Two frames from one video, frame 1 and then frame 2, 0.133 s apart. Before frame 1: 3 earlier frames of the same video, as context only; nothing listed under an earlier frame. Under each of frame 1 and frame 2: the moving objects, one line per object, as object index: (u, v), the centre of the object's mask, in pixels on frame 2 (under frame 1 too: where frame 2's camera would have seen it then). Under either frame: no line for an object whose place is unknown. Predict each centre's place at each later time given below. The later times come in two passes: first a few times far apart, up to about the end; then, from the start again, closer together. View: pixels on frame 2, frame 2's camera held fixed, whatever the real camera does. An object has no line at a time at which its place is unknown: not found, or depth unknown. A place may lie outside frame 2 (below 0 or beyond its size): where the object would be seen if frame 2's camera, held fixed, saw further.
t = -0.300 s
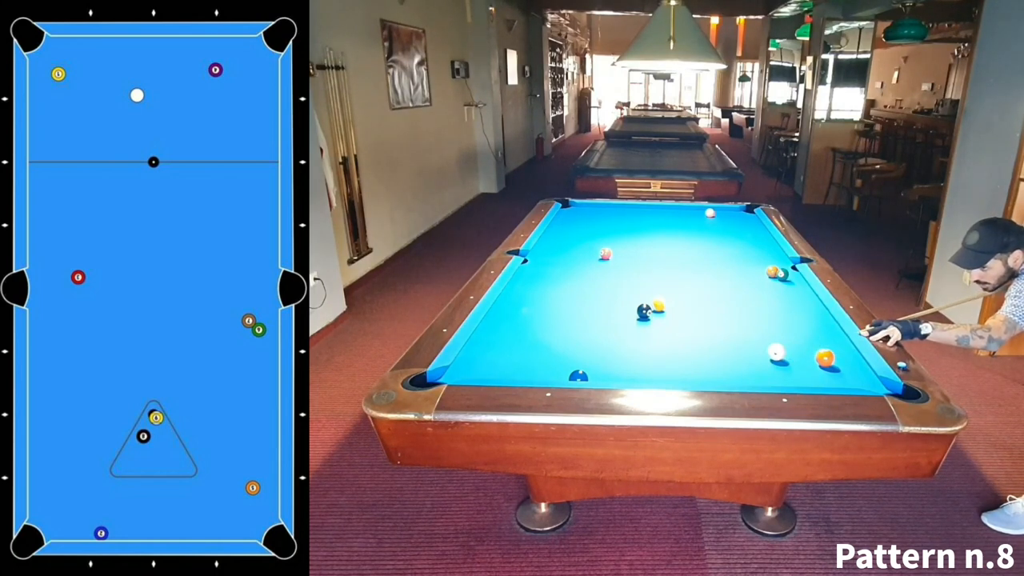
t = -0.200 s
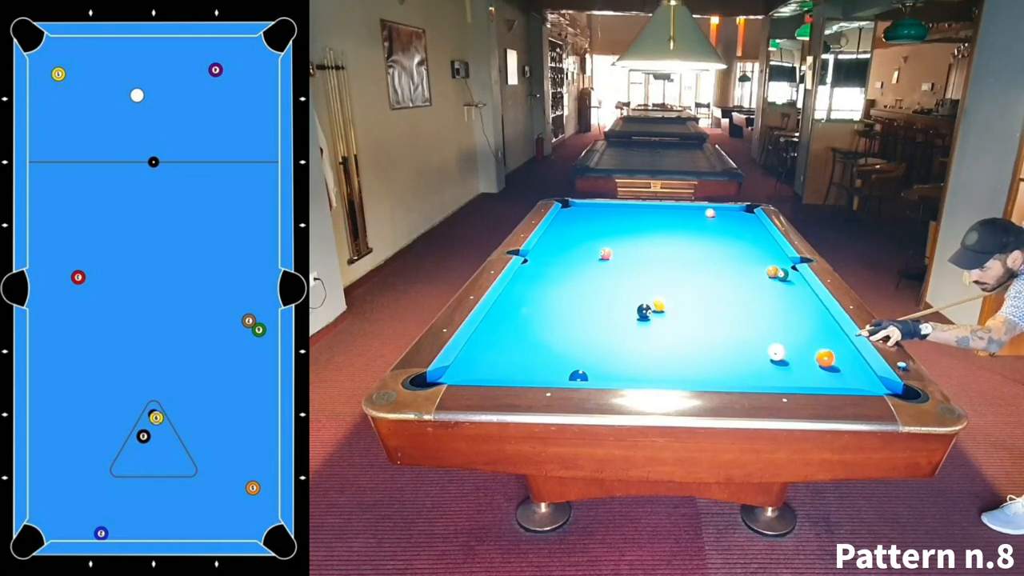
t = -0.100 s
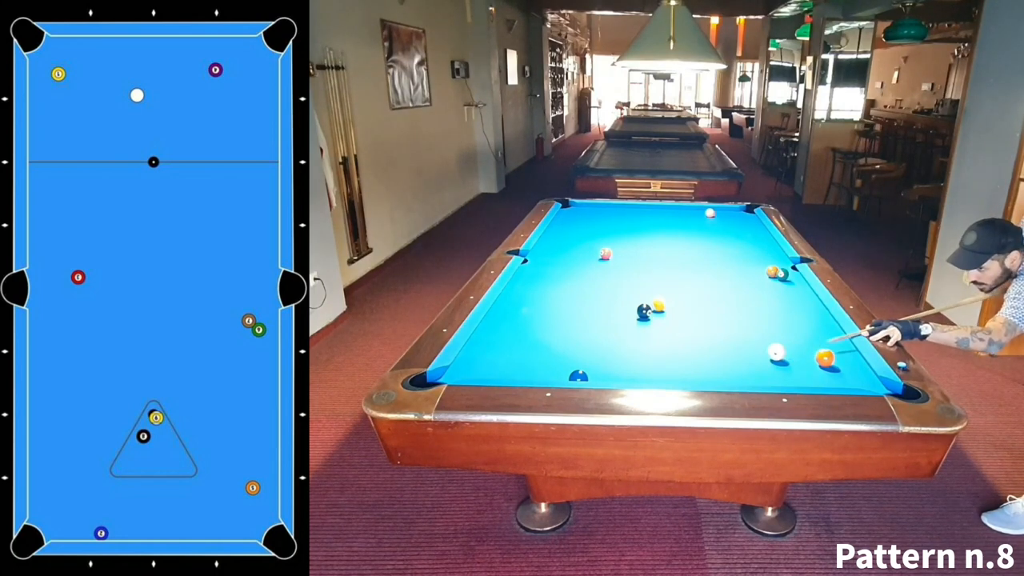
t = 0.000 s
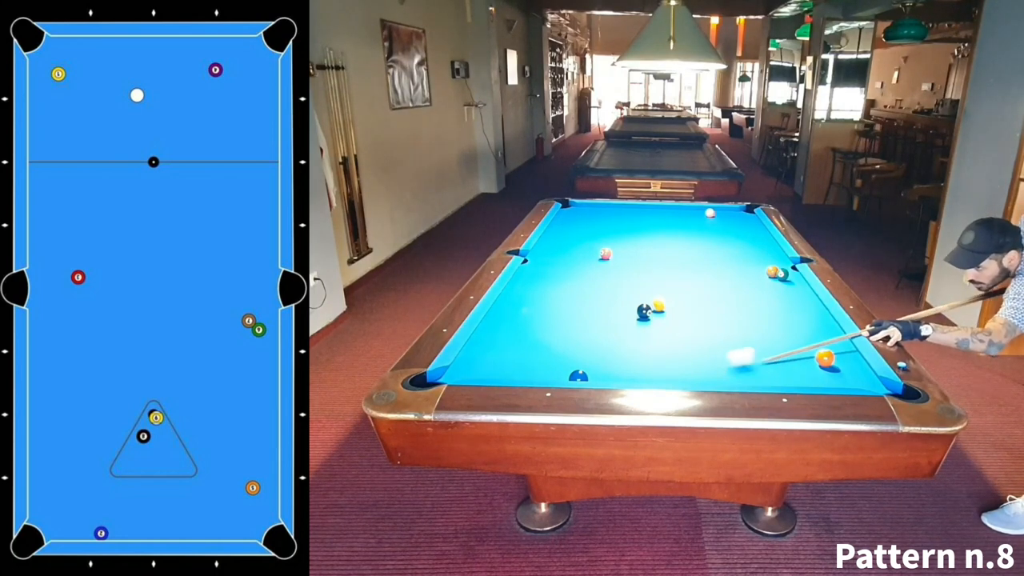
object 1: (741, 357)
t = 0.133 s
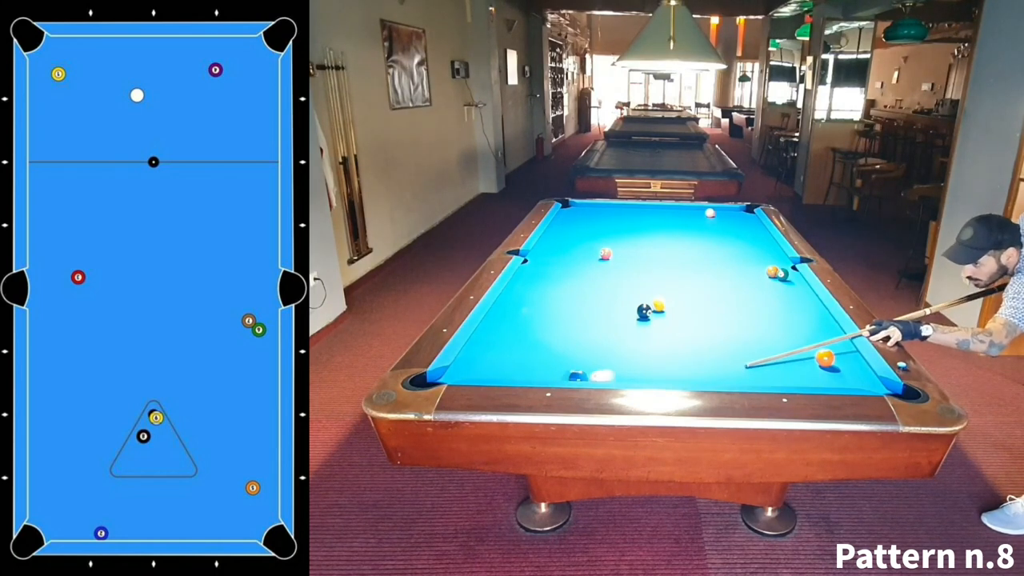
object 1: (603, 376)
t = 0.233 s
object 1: (612, 369)
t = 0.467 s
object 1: (644, 349)
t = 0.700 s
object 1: (671, 333)
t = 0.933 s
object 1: (696, 318)
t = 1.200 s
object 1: (718, 303)
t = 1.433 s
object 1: (735, 292)
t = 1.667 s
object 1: (751, 283)
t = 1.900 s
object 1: (765, 274)
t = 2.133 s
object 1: (765, 272)
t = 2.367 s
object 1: (764, 270)
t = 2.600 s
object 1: (763, 269)
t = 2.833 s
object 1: (762, 267)
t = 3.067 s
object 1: (761, 266)
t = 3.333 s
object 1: (761, 266)
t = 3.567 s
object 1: (761, 265)
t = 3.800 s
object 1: (761, 265)
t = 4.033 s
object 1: (761, 265)
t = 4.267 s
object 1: (761, 265)
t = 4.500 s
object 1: (761, 265)
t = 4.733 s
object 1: (761, 265)
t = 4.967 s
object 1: (761, 265)
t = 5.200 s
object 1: (761, 265)
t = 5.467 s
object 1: (761, 265)
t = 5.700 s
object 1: (761, 265)
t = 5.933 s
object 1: (761, 265)
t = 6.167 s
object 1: (761, 265)
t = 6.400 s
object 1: (761, 265)
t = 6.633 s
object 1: (761, 265)
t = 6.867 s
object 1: (761, 265)
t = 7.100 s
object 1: (761, 265)
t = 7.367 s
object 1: (761, 265)
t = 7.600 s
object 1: (761, 265)
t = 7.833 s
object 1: (761, 265)
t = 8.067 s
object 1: (761, 265)
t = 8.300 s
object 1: (761, 265)
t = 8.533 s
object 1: (761, 265)
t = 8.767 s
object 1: (761, 265)
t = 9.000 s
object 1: (761, 265)
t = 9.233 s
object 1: (761, 265)
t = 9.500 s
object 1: (761, 265)
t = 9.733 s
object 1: (761, 265)
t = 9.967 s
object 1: (761, 265)
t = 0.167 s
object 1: (603, 374)
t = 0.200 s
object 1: (607, 372)
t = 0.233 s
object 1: (612, 369)
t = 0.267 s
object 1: (617, 366)
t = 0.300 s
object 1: (622, 363)
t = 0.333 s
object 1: (627, 359)
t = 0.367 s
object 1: (631, 357)
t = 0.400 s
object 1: (636, 354)
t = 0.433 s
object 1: (640, 351)
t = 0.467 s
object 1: (644, 349)
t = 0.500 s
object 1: (648, 346)
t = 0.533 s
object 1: (652, 344)
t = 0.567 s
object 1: (656, 341)
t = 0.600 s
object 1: (660, 339)
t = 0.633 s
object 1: (664, 337)
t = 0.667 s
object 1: (667, 334)
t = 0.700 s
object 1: (671, 333)
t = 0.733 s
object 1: (675, 331)
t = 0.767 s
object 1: (678, 328)
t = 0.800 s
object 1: (681, 327)
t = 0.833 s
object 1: (685, 323)
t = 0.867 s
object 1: (687, 321)
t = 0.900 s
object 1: (690, 319)
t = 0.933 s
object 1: (696, 318)
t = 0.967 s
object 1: (698, 315)
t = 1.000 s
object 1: (700, 314)
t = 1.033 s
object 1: (703, 312)
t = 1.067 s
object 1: (706, 310)
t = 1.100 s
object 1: (709, 308)
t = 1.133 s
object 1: (713, 306)
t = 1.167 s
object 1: (715, 304)
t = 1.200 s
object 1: (718, 303)
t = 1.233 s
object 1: (720, 301)
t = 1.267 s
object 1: (723, 299)
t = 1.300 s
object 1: (726, 298)
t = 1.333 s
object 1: (728, 296)
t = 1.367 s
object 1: (731, 295)
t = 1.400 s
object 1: (733, 294)
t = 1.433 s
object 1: (735, 292)
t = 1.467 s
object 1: (738, 291)
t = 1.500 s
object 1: (740, 289)
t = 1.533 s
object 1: (742, 288)
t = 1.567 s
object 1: (745, 287)
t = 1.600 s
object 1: (747, 285)
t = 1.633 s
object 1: (749, 284)
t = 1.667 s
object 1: (751, 283)
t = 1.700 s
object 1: (754, 282)
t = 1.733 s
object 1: (755, 280)
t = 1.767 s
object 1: (758, 279)
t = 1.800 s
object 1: (759, 278)
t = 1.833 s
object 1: (761, 277)
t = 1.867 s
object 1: (762, 275)
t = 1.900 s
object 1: (765, 274)
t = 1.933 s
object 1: (765, 274)
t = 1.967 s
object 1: (764, 274)
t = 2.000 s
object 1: (765, 273)
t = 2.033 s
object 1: (765, 273)
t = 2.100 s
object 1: (765, 272)
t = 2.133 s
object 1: (765, 272)
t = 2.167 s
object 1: (764, 272)
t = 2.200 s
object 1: (764, 272)
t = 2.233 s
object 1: (764, 271)
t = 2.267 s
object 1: (764, 271)
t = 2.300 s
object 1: (764, 271)
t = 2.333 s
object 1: (764, 270)
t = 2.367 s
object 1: (764, 270)
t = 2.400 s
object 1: (763, 270)
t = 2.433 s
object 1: (763, 270)
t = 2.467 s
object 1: (763, 270)
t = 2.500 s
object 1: (763, 269)
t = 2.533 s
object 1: (763, 269)
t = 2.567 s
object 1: (763, 269)
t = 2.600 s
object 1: (763, 269)
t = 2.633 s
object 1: (763, 268)
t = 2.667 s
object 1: (763, 268)
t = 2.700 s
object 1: (763, 268)
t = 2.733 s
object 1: (763, 268)
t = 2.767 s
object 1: (763, 267)
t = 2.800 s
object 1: (763, 267)
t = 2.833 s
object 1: (762, 267)
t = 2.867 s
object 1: (762, 267)
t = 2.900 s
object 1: (762, 267)
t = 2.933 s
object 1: (762, 267)
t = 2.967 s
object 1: (762, 267)
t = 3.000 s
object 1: (762, 267)
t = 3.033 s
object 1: (762, 267)
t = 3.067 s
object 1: (761, 266)
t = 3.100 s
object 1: (762, 266)
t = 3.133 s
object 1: (761, 266)
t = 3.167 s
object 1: (761, 266)
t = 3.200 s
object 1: (761, 266)
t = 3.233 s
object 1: (761, 266)
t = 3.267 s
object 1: (761, 266)
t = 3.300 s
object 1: (761, 265)
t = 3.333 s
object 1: (761, 266)
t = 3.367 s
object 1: (761, 265)
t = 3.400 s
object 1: (761, 265)
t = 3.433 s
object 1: (761, 265)
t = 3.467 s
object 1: (761, 265)
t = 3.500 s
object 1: (761, 265)
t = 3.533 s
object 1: (761, 265)
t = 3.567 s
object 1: (761, 265)
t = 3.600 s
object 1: (761, 265)
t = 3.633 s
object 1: (761, 265)
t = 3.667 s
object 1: (761, 265)
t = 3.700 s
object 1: (761, 265)
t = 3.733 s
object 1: (761, 265)
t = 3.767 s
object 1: (761, 265)
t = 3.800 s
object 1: (761, 265)
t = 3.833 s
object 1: (761, 265)
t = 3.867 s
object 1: (761, 265)
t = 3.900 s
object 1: (761, 265)
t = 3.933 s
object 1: (761, 265)
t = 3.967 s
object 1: (761, 265)
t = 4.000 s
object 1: (761, 265)
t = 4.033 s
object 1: (761, 265)
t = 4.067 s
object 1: (761, 265)
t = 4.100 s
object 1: (761, 265)
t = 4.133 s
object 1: (761, 265)
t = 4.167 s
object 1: (761, 265)
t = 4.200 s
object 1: (761, 265)
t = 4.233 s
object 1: (761, 265)
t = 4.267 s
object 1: (761, 265)
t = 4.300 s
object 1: (761, 265)
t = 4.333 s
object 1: (761, 265)
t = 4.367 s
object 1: (761, 265)
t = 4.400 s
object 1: (761, 265)
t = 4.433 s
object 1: (761, 265)
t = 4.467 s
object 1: (761, 265)
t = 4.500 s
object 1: (761, 265)
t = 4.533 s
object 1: (761, 265)
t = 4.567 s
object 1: (761, 265)
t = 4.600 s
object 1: (761, 265)
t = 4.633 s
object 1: (761, 265)
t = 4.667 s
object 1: (761, 265)
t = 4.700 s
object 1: (761, 265)
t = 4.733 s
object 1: (761, 265)
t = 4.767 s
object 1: (761, 265)
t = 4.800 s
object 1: (761, 265)
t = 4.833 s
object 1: (761, 265)
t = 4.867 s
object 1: (761, 265)
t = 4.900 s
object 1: (761, 265)
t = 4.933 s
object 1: (761, 265)
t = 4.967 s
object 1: (761, 265)
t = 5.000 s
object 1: (761, 265)
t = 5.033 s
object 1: (761, 265)
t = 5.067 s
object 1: (761, 265)
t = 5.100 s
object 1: (761, 265)
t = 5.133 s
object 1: (761, 265)
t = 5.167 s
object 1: (761, 265)
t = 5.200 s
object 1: (761, 265)
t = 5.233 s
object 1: (761, 265)
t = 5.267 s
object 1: (761, 265)
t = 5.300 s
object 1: (761, 265)
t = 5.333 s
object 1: (761, 265)
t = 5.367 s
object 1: (761, 265)
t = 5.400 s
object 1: (761, 265)
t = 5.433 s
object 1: (761, 265)
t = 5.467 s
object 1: (761, 265)
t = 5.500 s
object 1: (761, 265)
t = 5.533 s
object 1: (761, 265)
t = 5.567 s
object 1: (761, 265)
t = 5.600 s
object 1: (761, 265)
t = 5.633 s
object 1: (761, 265)
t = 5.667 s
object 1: (761, 265)
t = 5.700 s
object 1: (761, 265)
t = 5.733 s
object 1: (761, 265)
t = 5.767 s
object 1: (761, 265)
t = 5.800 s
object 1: (761, 265)
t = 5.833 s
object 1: (761, 265)
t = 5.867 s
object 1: (761, 265)
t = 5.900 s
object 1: (761, 265)
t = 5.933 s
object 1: (761, 265)
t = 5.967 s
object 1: (761, 265)
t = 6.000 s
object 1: (761, 265)
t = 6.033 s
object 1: (761, 265)
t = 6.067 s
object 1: (761, 265)
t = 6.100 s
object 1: (761, 265)
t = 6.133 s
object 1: (761, 265)
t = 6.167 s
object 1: (761, 265)
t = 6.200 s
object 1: (761, 265)
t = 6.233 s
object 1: (761, 265)
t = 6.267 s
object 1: (761, 265)
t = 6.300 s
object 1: (761, 265)
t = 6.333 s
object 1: (761, 265)
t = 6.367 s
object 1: (761, 265)
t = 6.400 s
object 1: (761, 265)
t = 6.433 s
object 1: (761, 265)
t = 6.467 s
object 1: (761, 265)
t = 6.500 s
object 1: (761, 265)
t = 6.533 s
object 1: (761, 265)
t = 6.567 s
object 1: (761, 265)
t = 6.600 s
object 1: (761, 265)
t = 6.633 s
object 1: (761, 265)
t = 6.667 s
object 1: (761, 265)
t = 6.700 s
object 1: (761, 265)
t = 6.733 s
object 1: (761, 265)
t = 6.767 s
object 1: (761, 265)
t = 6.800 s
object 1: (761, 265)
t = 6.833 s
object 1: (761, 265)
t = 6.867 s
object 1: (761, 265)
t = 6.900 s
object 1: (761, 265)
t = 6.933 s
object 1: (761, 265)
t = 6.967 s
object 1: (761, 265)
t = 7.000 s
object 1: (761, 265)
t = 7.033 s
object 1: (761, 265)
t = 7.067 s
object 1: (761, 265)
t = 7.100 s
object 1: (761, 265)
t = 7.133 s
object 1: (761, 265)
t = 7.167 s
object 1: (761, 265)
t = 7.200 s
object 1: (761, 265)
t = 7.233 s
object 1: (761, 265)
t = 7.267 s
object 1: (761, 265)
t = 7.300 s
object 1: (761, 265)
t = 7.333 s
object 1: (761, 265)
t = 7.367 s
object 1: (761, 265)
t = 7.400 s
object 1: (761, 265)
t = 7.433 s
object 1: (761, 265)
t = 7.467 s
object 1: (761, 265)
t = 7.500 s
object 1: (761, 265)
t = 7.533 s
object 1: (761, 265)
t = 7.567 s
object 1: (761, 265)
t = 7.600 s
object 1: (761, 265)
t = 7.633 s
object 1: (761, 265)
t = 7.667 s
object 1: (761, 265)
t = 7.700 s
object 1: (761, 265)
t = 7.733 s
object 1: (761, 265)
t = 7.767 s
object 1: (761, 265)
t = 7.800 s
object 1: (761, 265)
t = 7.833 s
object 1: (761, 265)
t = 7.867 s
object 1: (761, 265)
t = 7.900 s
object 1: (761, 265)
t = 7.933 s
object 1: (761, 265)
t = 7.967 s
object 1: (761, 265)
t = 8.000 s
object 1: (761, 265)
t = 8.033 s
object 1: (761, 265)
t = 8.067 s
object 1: (761, 265)
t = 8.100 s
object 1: (761, 265)
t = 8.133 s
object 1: (761, 265)
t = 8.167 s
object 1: (761, 265)
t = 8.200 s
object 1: (761, 265)
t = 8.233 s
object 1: (761, 265)
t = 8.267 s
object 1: (761, 265)
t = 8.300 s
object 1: (761, 265)
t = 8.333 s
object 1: (761, 265)
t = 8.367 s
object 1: (761, 265)
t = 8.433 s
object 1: (761, 265)
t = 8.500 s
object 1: (761, 265)
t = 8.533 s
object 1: (761, 265)
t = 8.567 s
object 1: (761, 265)
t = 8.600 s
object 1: (761, 265)
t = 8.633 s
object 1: (761, 265)
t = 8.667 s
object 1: (761, 265)
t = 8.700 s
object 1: (761, 265)
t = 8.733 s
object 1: (761, 265)
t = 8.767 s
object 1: (761, 265)
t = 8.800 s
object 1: (761, 265)
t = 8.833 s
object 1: (761, 265)
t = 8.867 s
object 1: (761, 265)
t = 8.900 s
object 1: (761, 265)
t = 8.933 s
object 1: (761, 265)
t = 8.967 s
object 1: (761, 265)
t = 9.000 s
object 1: (761, 265)
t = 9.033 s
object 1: (761, 265)
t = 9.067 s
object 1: (761, 265)
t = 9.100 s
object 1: (761, 265)
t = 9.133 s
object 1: (761, 265)
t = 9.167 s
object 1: (761, 265)
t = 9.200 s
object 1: (761, 265)
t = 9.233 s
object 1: (761, 265)
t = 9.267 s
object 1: (761, 265)
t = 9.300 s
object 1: (761, 265)
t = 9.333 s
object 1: (761, 265)
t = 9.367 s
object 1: (761, 265)
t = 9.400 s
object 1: (761, 265)
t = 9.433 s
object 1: (761, 265)
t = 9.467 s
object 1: (761, 265)
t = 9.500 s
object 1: (761, 265)
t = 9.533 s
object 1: (761, 265)
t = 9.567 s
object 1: (761, 265)
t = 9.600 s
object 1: (761, 265)
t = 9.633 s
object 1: (761, 265)
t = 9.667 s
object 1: (761, 265)
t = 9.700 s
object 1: (761, 265)
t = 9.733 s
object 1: (761, 265)
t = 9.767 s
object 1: (761, 265)
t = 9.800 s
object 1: (761, 265)
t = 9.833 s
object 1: (761, 265)
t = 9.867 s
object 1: (761, 265)
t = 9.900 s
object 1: (761, 265)
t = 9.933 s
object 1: (761, 265)
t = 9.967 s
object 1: (761, 265)
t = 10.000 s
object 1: (761, 265)
